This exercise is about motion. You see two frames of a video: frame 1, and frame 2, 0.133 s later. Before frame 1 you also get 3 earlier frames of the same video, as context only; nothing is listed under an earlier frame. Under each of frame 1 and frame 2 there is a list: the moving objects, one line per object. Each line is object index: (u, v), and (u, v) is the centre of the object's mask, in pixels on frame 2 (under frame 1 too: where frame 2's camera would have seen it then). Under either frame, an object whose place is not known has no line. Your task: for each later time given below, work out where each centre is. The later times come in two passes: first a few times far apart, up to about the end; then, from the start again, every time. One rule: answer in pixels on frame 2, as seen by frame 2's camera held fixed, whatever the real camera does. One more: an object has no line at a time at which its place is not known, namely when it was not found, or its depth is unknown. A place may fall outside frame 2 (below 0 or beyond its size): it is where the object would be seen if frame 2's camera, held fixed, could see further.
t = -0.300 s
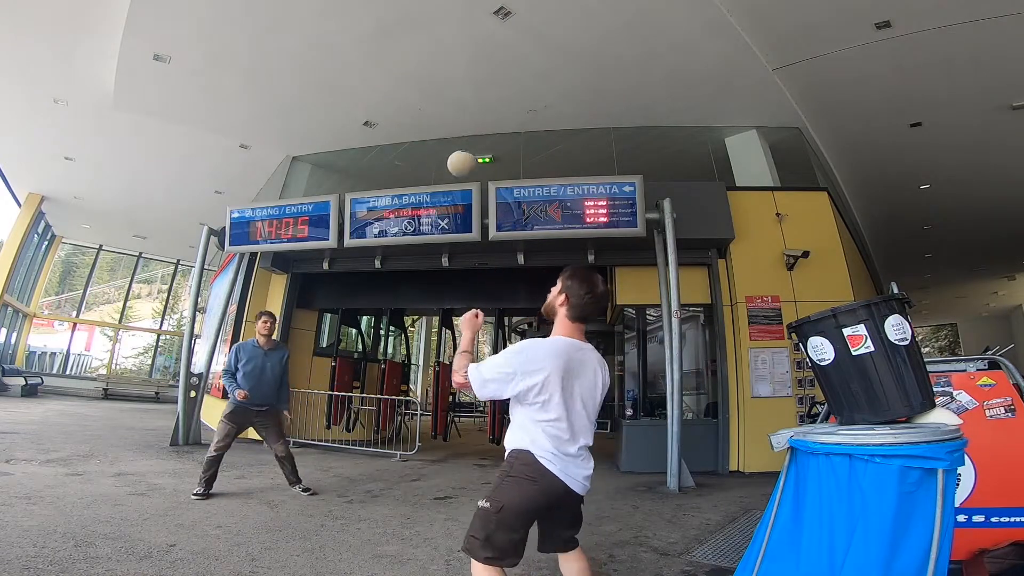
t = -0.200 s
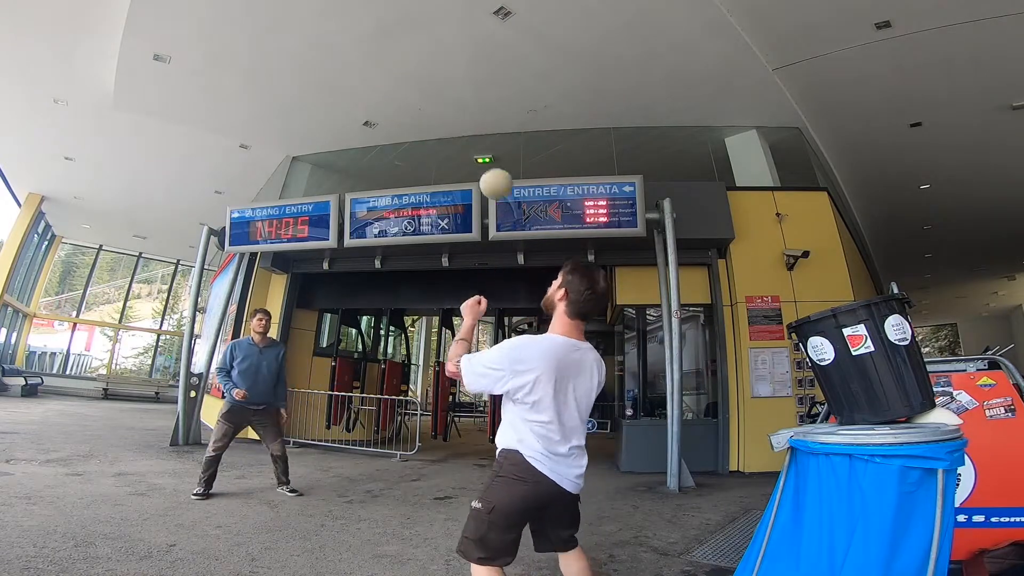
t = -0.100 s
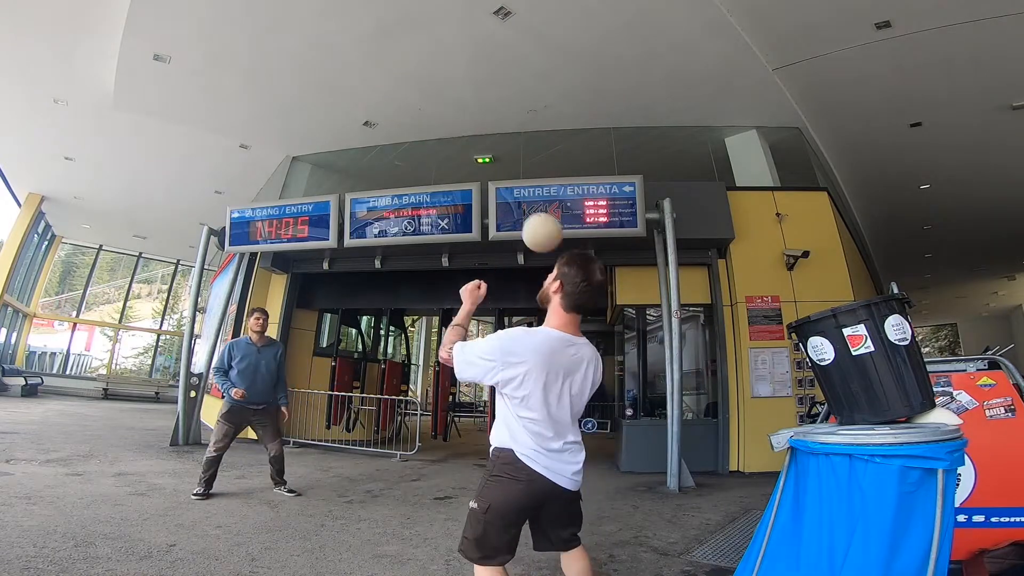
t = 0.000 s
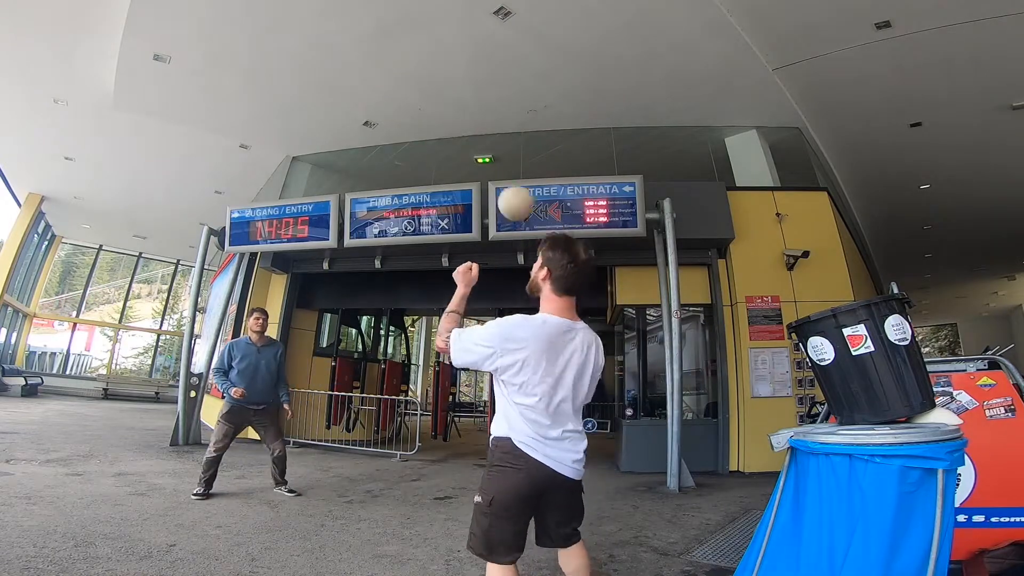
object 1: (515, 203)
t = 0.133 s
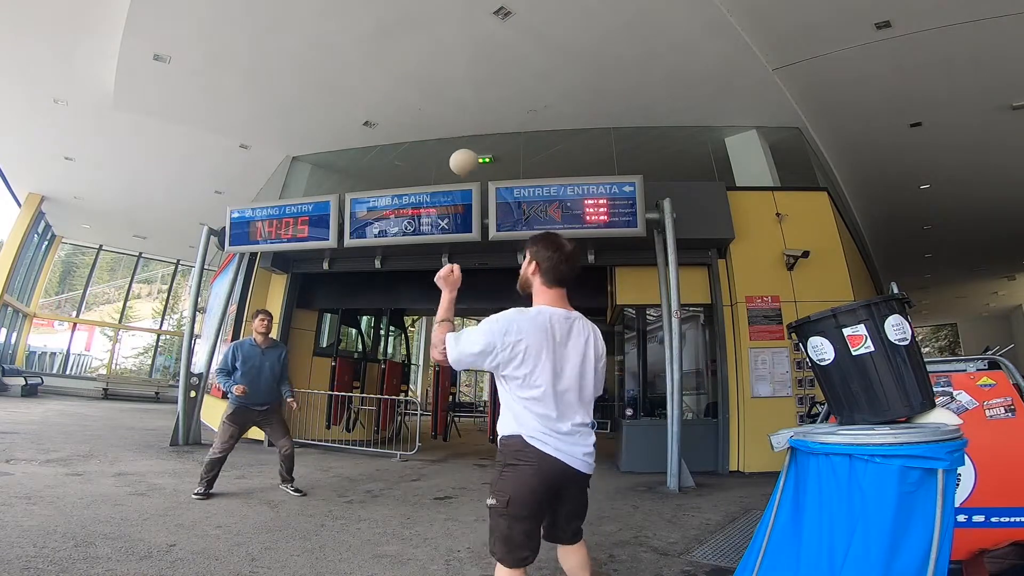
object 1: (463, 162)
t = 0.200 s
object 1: (443, 156)
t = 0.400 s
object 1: (394, 170)
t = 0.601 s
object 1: (352, 221)
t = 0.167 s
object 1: (453, 158)
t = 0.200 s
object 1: (443, 156)
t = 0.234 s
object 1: (434, 155)
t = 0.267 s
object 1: (426, 156)
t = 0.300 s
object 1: (417, 158)
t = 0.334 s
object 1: (409, 161)
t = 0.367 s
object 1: (402, 165)
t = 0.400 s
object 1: (394, 170)
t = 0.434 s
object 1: (387, 177)
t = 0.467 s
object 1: (380, 183)
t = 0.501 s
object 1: (373, 191)
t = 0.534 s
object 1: (366, 200)
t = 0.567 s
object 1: (359, 211)
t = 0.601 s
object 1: (352, 221)
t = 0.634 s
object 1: (346, 232)
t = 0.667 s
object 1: (339, 245)
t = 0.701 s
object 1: (333, 258)
